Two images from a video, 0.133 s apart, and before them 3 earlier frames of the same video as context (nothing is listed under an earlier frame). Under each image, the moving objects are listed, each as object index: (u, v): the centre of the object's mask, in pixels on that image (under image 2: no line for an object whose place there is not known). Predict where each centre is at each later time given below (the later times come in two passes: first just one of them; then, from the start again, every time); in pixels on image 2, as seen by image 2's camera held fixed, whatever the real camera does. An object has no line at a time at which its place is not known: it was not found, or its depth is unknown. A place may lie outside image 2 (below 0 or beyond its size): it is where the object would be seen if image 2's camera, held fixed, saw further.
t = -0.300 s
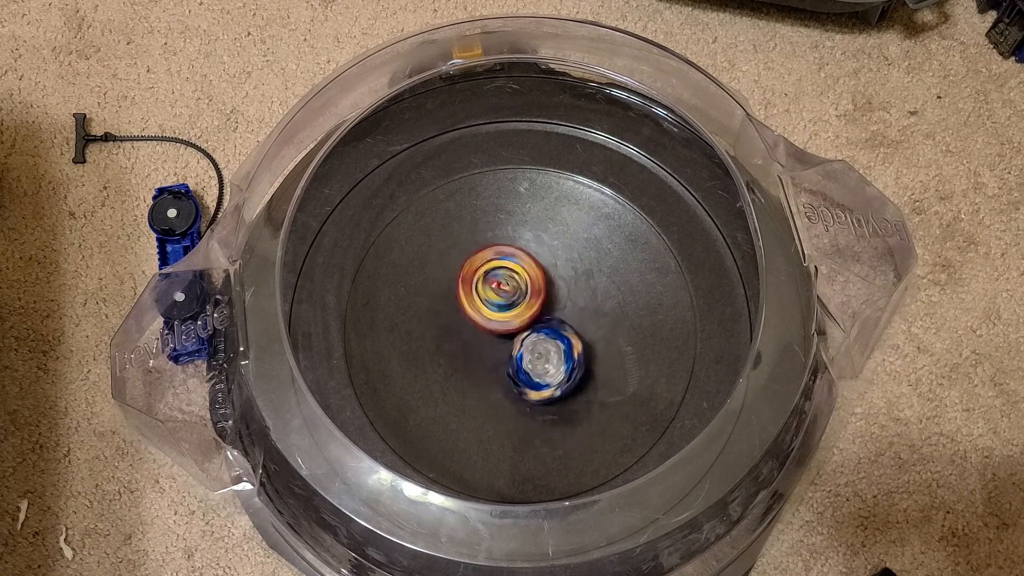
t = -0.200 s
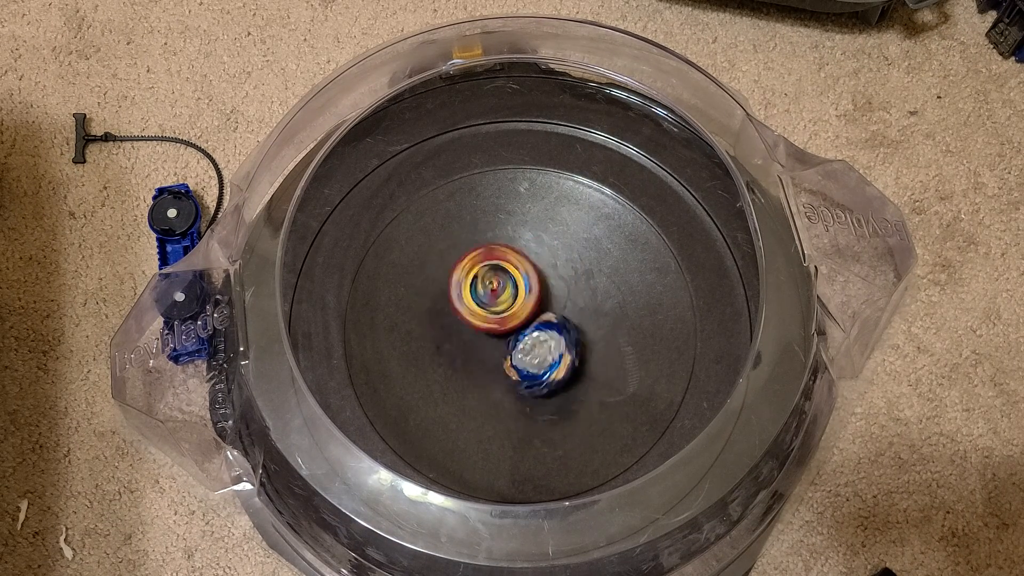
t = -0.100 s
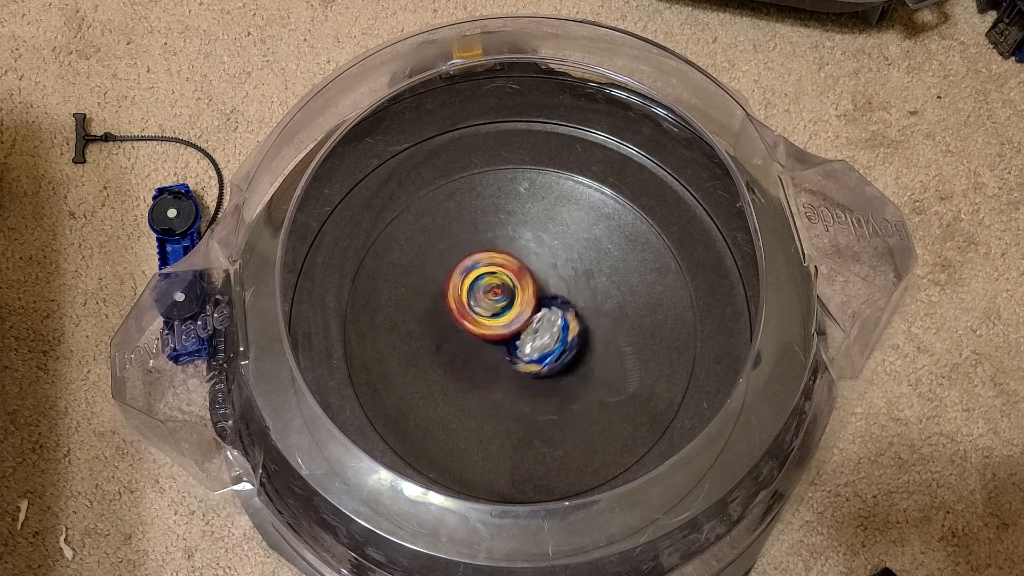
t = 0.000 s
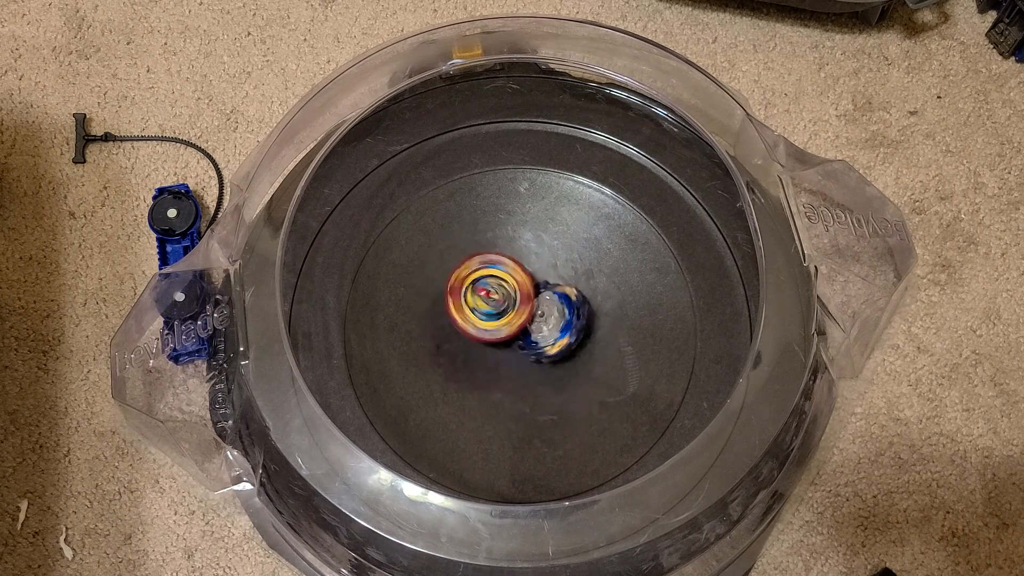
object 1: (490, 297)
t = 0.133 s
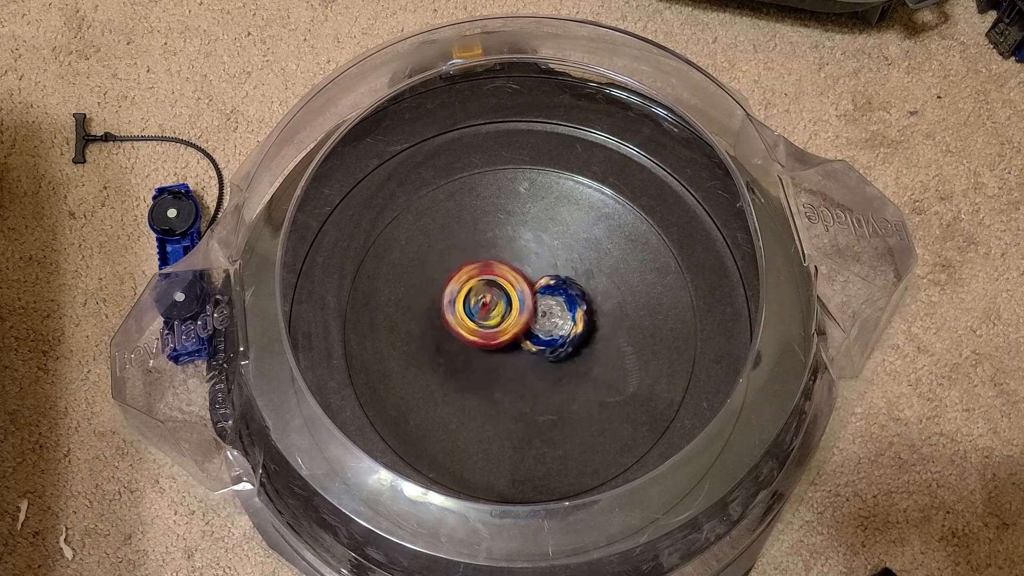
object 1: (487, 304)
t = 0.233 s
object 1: (488, 315)
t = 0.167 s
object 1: (488, 307)
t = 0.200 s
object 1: (487, 311)
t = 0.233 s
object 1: (488, 315)
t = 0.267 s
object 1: (488, 319)
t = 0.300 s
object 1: (487, 322)
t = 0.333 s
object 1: (487, 325)
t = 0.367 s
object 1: (488, 328)
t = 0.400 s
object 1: (488, 331)
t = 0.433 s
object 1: (488, 333)
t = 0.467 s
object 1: (489, 334)
